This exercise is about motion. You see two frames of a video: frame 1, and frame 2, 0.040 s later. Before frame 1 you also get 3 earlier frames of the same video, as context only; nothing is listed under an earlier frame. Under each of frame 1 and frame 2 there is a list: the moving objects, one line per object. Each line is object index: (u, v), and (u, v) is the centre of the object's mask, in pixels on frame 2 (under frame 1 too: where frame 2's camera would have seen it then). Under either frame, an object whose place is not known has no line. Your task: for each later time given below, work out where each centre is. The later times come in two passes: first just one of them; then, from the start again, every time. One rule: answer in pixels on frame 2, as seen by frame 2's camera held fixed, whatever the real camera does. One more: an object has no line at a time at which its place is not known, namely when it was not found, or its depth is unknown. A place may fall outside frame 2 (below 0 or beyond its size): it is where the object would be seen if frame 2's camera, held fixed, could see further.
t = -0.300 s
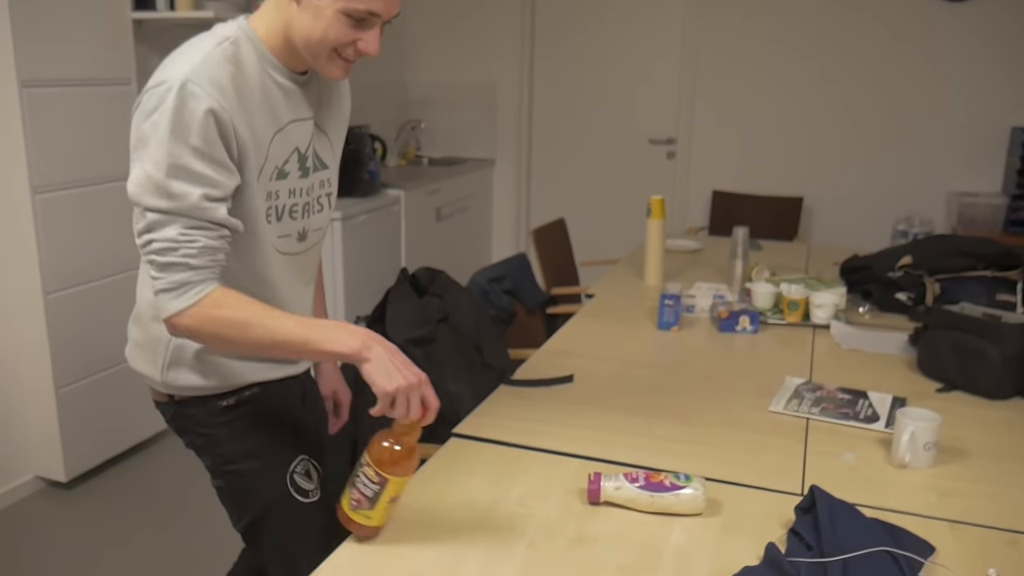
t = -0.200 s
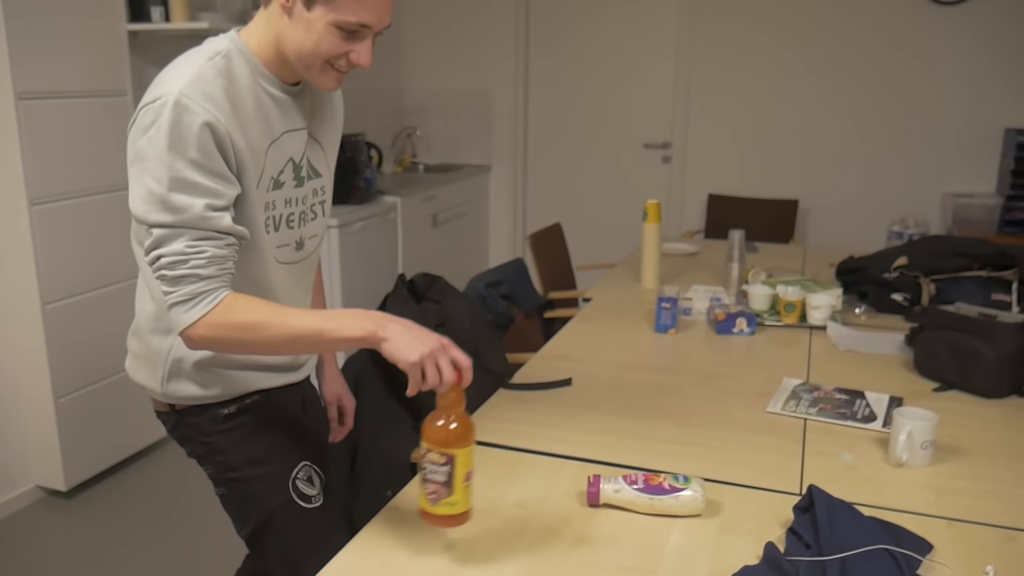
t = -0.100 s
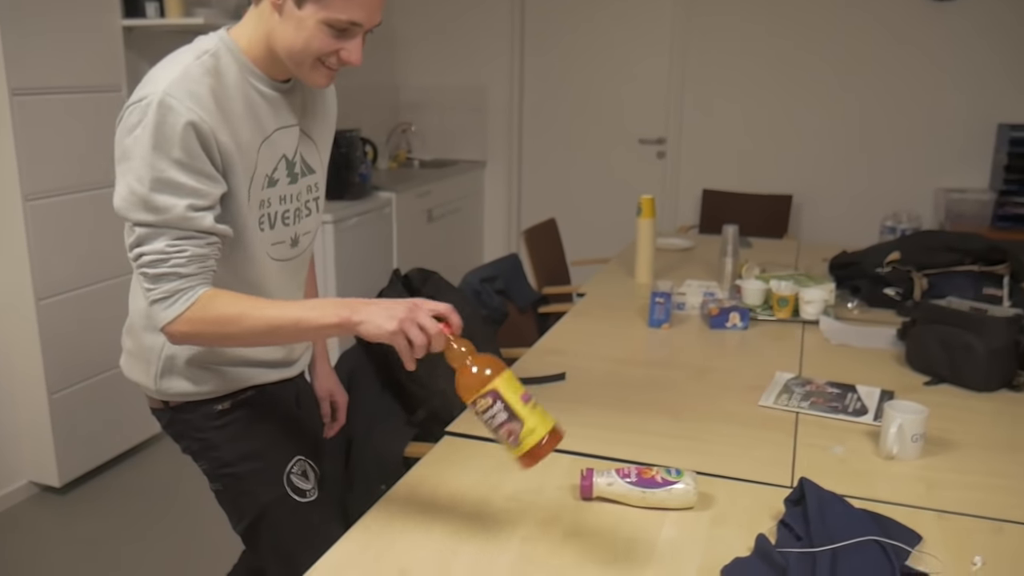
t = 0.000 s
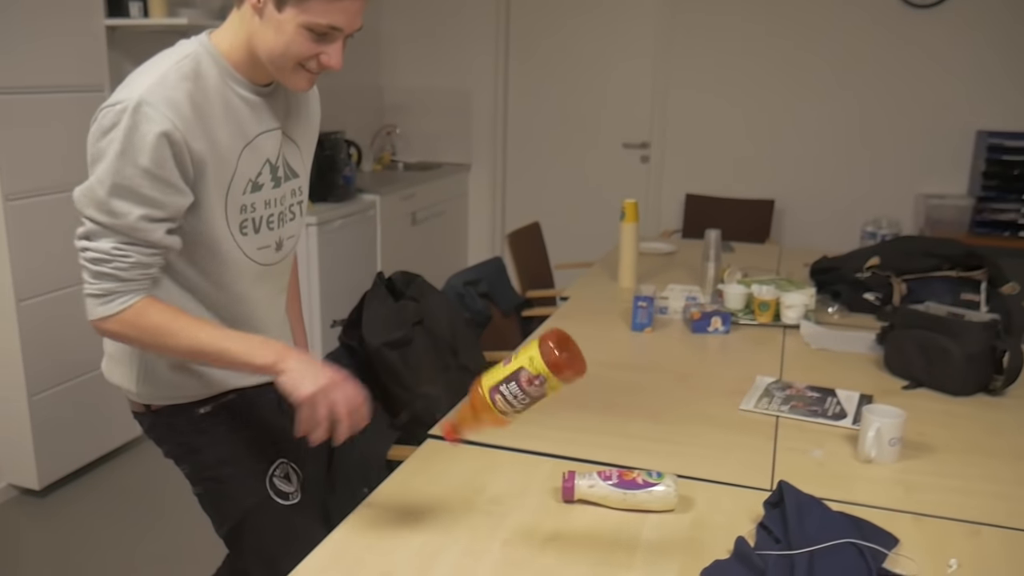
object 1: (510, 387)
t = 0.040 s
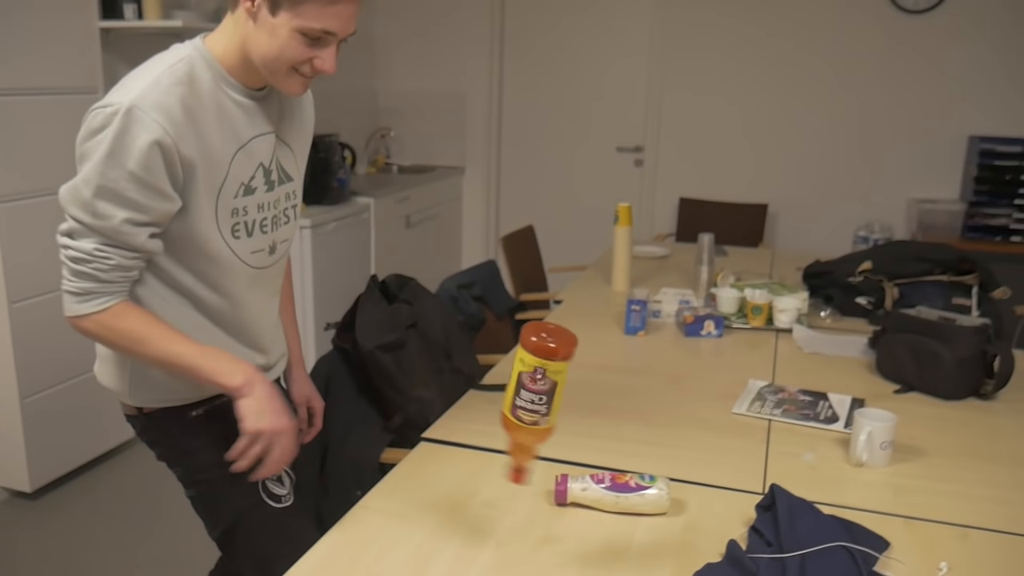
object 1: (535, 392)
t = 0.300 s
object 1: (591, 509)
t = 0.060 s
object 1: (547, 393)
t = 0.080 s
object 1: (560, 399)
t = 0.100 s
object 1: (573, 405)
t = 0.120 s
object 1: (584, 410)
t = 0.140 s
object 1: (591, 415)
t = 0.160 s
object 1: (595, 423)
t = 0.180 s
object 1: (597, 434)
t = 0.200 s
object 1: (599, 449)
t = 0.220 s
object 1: (599, 468)
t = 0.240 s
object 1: (599, 491)
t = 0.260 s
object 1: (600, 508)
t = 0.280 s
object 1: (595, 513)
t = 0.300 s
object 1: (591, 509)
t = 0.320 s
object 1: (590, 510)
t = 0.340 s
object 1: (590, 512)
